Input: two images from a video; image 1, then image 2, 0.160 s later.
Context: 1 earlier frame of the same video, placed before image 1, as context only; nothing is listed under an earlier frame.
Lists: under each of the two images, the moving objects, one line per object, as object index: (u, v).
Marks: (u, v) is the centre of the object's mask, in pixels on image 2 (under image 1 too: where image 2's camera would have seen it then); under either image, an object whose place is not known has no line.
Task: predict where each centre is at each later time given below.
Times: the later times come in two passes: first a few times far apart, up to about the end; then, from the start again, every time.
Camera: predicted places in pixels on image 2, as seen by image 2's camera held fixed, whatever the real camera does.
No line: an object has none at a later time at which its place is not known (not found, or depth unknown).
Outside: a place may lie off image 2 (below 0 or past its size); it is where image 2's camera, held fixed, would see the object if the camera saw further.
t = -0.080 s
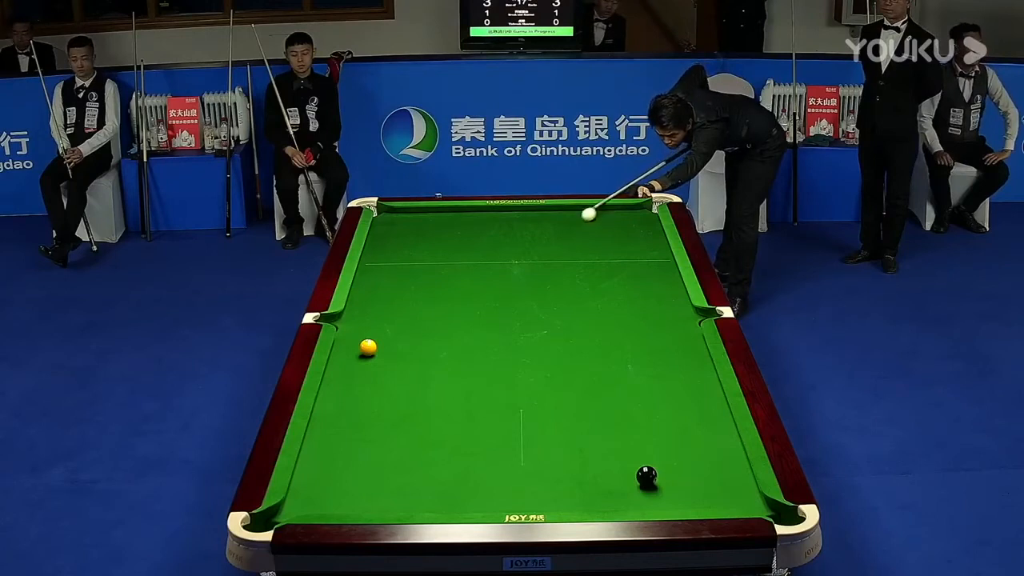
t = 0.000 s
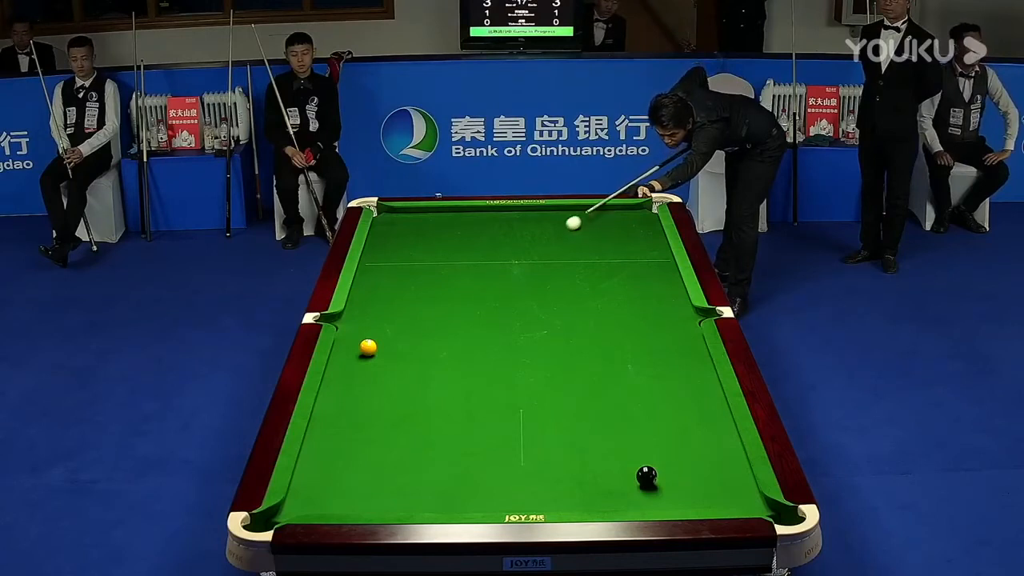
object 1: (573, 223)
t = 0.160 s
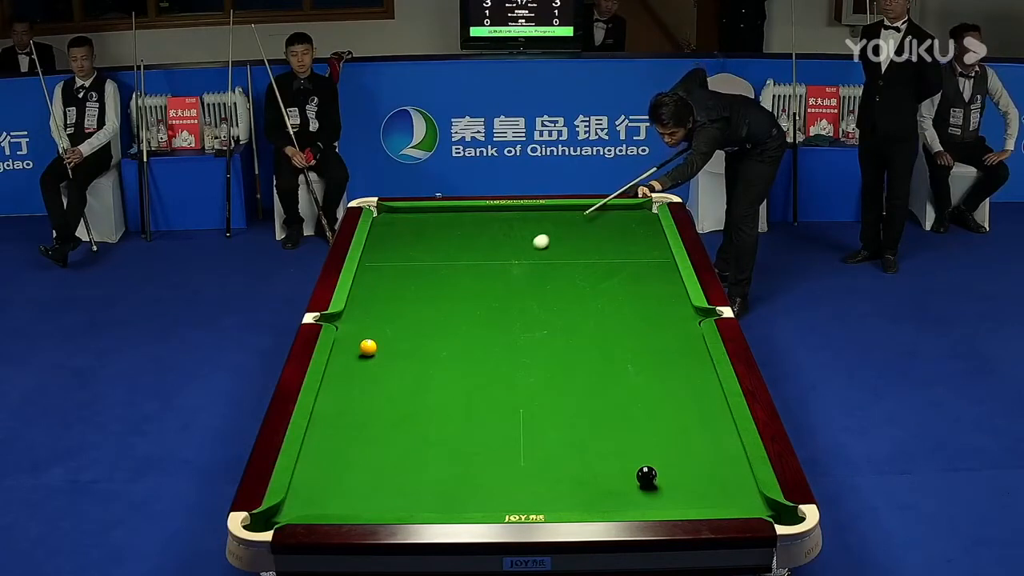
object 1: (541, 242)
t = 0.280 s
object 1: (515, 256)
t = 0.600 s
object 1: (437, 301)
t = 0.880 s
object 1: (361, 340)
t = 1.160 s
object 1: (370, 344)
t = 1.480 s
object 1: (413, 347)
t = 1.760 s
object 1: (449, 350)
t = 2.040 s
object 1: (484, 352)
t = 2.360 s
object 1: (522, 354)
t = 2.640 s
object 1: (554, 357)
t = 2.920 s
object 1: (583, 359)
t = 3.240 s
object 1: (615, 361)
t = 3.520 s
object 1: (641, 362)
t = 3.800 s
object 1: (664, 364)
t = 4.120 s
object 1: (689, 365)
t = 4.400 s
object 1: (704, 367)
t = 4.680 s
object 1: (693, 367)
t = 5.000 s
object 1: (683, 368)
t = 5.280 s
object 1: (676, 369)
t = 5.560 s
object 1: (671, 369)
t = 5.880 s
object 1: (668, 370)
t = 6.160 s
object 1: (666, 370)
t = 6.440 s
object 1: (666, 370)
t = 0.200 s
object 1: (532, 246)
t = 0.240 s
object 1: (523, 251)
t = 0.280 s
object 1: (515, 256)
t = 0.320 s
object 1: (506, 262)
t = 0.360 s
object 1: (496, 267)
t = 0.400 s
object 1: (487, 273)
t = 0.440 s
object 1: (477, 278)
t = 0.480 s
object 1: (468, 284)
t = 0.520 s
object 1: (457, 289)
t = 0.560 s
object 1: (447, 295)
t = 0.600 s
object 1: (437, 301)
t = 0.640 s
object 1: (426, 307)
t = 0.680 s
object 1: (415, 314)
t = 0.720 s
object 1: (404, 320)
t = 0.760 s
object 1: (393, 327)
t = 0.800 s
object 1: (382, 333)
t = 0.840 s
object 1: (371, 337)
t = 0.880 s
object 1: (361, 340)
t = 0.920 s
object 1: (352, 341)
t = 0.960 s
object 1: (343, 342)
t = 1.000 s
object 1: (346, 343)
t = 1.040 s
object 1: (353, 343)
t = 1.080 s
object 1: (359, 343)
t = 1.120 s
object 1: (364, 344)
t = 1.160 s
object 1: (370, 344)
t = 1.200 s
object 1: (375, 344)
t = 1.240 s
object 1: (381, 345)
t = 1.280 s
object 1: (386, 345)
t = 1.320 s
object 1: (392, 345)
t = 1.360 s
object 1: (397, 346)
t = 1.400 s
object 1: (402, 346)
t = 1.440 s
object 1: (408, 347)
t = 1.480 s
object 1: (413, 347)
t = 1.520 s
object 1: (418, 347)
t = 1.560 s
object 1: (423, 348)
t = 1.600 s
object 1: (429, 348)
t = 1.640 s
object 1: (434, 349)
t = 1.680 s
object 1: (439, 349)
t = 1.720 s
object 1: (444, 349)
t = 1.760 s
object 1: (449, 350)
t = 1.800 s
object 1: (454, 350)
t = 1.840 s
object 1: (459, 350)
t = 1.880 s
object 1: (464, 351)
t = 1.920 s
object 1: (469, 351)
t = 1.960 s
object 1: (474, 351)
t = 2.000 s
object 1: (479, 352)
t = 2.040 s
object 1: (484, 352)
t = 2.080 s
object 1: (489, 352)
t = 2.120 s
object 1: (494, 353)
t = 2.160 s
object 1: (499, 353)
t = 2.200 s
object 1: (503, 353)
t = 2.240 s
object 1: (508, 354)
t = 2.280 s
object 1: (513, 354)
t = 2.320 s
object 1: (518, 354)
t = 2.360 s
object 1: (522, 354)
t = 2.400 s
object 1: (527, 355)
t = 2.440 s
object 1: (531, 355)
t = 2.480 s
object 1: (536, 355)
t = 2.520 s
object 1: (540, 356)
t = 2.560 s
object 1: (545, 356)
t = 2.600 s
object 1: (549, 356)
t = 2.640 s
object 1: (554, 357)
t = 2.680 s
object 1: (558, 357)
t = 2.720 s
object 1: (562, 357)
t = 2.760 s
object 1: (567, 358)
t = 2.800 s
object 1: (571, 358)
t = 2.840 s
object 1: (575, 358)
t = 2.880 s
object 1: (579, 358)
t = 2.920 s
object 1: (583, 359)
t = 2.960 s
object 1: (587, 359)
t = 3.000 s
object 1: (591, 359)
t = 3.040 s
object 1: (595, 359)
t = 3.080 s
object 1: (599, 360)
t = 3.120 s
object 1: (603, 360)
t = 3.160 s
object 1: (607, 360)
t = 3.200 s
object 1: (611, 360)
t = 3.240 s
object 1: (615, 361)
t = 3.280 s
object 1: (618, 361)
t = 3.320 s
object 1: (622, 361)
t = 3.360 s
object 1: (626, 361)
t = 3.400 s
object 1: (630, 362)
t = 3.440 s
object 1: (633, 362)
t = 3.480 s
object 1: (637, 362)
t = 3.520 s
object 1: (641, 362)
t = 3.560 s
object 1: (644, 362)
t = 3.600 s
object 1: (647, 363)
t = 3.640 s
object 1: (651, 363)
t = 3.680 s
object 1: (654, 363)
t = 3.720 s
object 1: (658, 363)
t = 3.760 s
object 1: (661, 363)
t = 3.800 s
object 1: (664, 364)
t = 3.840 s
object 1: (667, 364)
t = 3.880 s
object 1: (671, 364)
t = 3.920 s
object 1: (674, 364)
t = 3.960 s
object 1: (677, 364)
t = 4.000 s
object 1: (680, 365)
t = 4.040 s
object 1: (683, 365)
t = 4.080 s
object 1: (686, 365)
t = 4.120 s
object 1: (689, 365)
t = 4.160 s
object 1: (692, 365)
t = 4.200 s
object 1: (695, 365)
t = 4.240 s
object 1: (698, 366)
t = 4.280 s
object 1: (700, 366)
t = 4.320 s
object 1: (703, 366)
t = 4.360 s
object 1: (705, 366)
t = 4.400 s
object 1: (704, 367)
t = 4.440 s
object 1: (702, 366)
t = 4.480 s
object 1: (701, 367)
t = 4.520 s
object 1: (699, 367)
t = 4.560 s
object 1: (698, 367)
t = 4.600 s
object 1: (696, 367)
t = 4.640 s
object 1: (695, 367)
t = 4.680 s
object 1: (693, 367)
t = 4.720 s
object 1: (692, 368)
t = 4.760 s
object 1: (691, 368)
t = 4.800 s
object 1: (689, 368)
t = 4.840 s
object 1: (688, 368)
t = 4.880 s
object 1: (687, 368)
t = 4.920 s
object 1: (685, 368)
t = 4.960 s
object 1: (684, 368)
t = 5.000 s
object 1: (683, 368)
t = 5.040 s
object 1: (682, 369)
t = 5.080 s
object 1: (681, 368)
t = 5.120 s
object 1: (680, 369)
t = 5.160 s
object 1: (679, 369)
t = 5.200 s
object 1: (678, 369)
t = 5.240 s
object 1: (677, 369)
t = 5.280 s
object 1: (676, 369)
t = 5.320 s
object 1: (675, 369)
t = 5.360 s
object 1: (675, 369)
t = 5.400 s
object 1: (674, 369)
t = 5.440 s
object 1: (673, 369)
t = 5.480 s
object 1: (673, 369)
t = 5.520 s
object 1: (672, 369)
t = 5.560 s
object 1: (671, 369)
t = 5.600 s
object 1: (671, 369)
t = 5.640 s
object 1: (670, 369)
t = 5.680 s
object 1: (670, 369)
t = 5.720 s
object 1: (669, 369)
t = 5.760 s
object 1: (669, 370)
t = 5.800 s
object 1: (668, 370)
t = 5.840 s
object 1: (668, 370)
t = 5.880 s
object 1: (668, 370)
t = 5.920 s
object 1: (667, 370)
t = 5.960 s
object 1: (667, 370)
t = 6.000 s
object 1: (667, 370)
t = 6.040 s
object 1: (667, 370)
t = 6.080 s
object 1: (666, 370)
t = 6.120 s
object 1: (666, 370)
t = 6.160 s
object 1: (666, 370)
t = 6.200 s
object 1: (666, 370)
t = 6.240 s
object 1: (666, 370)
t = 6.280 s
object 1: (666, 370)
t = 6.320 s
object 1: (666, 370)
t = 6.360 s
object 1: (666, 370)
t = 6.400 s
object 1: (666, 370)
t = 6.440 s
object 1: (666, 370)
